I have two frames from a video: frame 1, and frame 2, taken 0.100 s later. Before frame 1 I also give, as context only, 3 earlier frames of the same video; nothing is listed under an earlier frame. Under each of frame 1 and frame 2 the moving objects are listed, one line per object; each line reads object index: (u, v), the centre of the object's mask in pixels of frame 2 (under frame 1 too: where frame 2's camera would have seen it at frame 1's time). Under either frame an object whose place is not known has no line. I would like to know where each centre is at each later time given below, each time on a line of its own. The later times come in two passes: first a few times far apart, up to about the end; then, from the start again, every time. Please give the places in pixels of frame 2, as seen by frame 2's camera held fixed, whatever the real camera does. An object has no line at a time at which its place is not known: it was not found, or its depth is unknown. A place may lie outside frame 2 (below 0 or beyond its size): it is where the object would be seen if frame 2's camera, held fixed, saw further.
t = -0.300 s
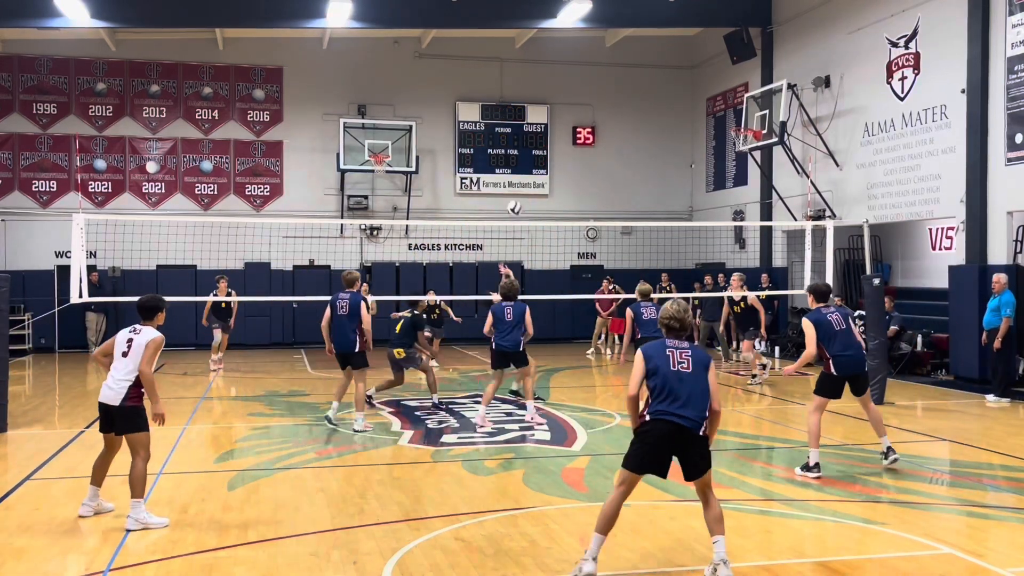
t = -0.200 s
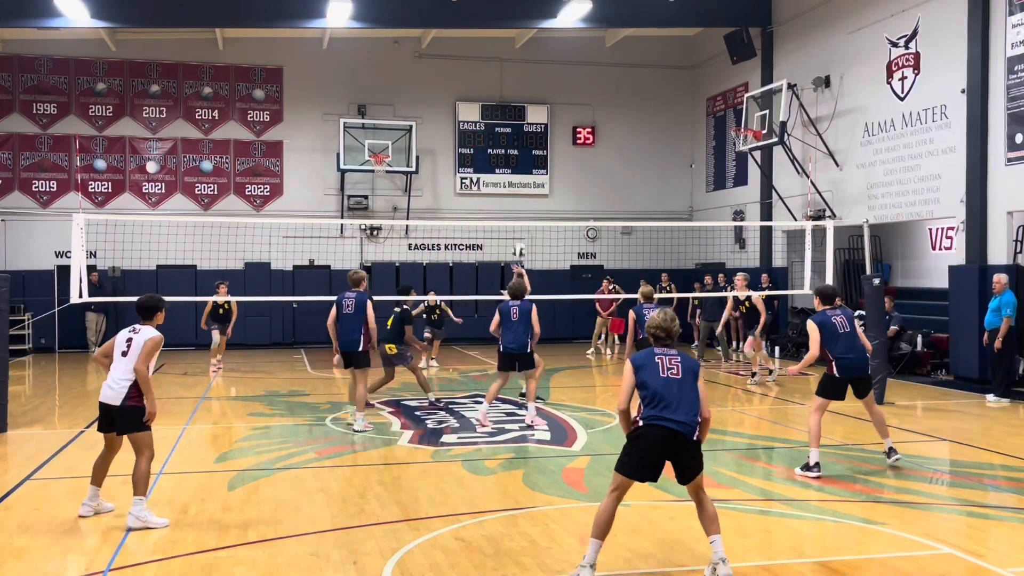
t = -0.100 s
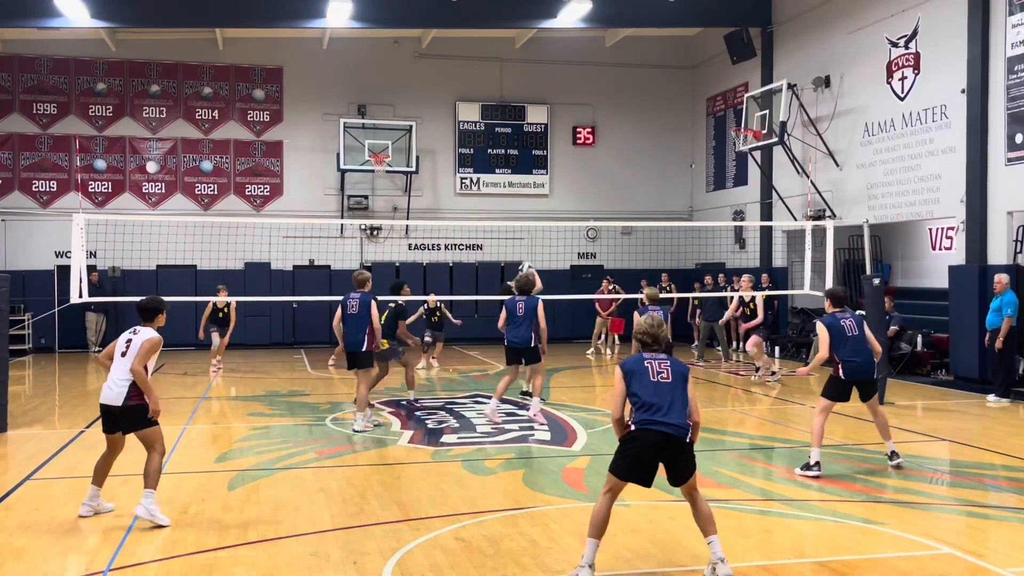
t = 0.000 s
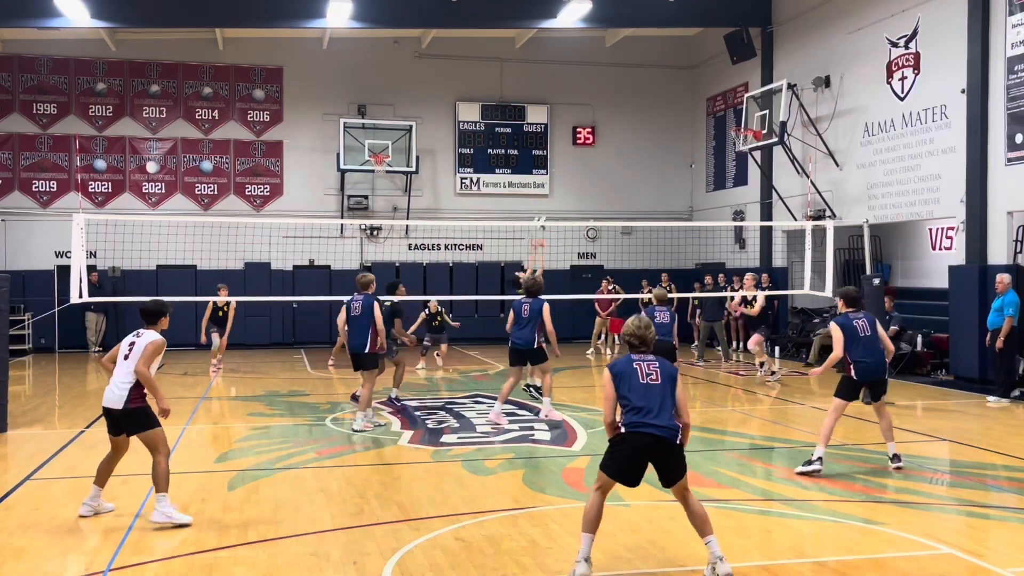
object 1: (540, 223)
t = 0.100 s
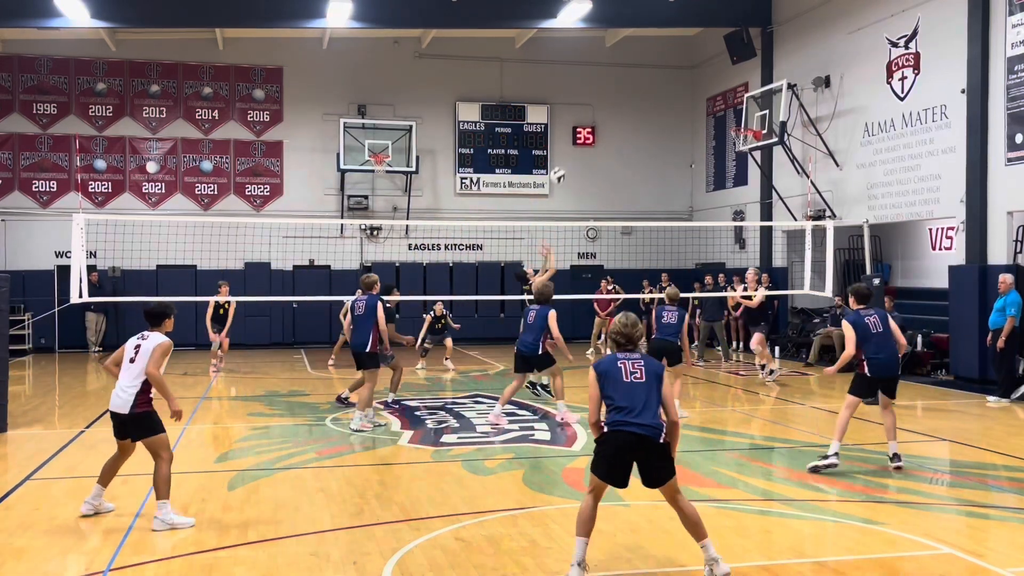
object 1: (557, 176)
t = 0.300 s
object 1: (592, 102)
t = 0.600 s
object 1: (641, 49)
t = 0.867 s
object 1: (684, 55)
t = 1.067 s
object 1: (714, 91)
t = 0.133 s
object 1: (563, 162)
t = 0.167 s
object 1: (569, 148)
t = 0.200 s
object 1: (574, 135)
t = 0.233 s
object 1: (580, 123)
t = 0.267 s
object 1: (586, 112)
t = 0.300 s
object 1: (592, 102)
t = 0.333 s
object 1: (597, 93)
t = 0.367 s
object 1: (603, 85)
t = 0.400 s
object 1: (609, 77)
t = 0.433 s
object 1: (614, 70)
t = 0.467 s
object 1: (620, 64)
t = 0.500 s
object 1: (625, 59)
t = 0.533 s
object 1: (630, 55)
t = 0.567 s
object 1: (636, 51)
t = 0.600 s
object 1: (641, 49)
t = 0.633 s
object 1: (647, 47)
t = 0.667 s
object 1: (652, 45)
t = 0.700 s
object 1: (658, 45)
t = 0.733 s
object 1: (663, 46)
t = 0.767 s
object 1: (668, 47)
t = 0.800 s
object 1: (673, 49)
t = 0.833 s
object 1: (678, 51)
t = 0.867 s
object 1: (684, 55)
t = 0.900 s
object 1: (689, 59)
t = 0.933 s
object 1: (694, 64)
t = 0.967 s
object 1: (699, 70)
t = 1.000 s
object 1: (704, 76)
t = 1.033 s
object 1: (709, 83)
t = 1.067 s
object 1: (714, 91)
